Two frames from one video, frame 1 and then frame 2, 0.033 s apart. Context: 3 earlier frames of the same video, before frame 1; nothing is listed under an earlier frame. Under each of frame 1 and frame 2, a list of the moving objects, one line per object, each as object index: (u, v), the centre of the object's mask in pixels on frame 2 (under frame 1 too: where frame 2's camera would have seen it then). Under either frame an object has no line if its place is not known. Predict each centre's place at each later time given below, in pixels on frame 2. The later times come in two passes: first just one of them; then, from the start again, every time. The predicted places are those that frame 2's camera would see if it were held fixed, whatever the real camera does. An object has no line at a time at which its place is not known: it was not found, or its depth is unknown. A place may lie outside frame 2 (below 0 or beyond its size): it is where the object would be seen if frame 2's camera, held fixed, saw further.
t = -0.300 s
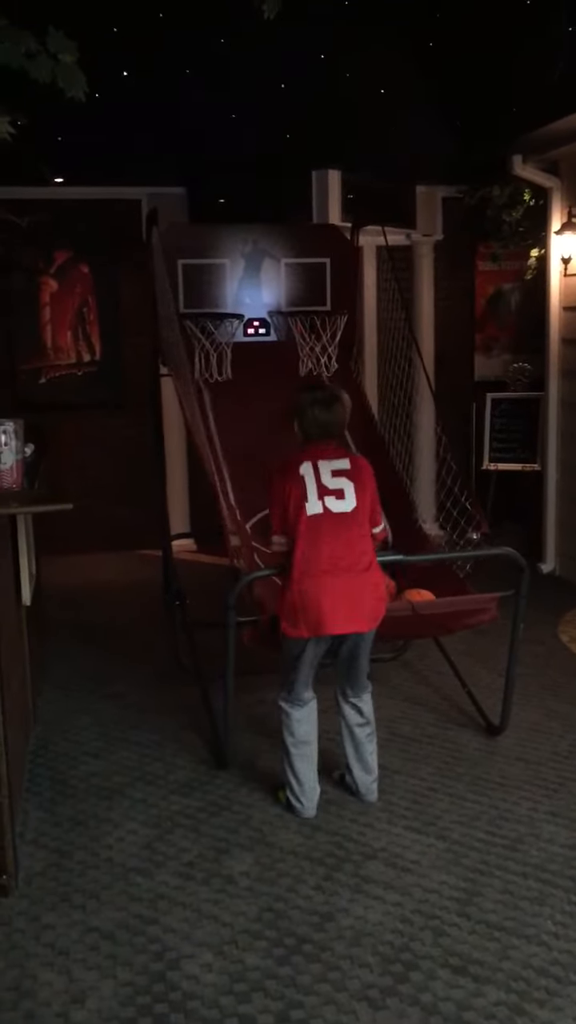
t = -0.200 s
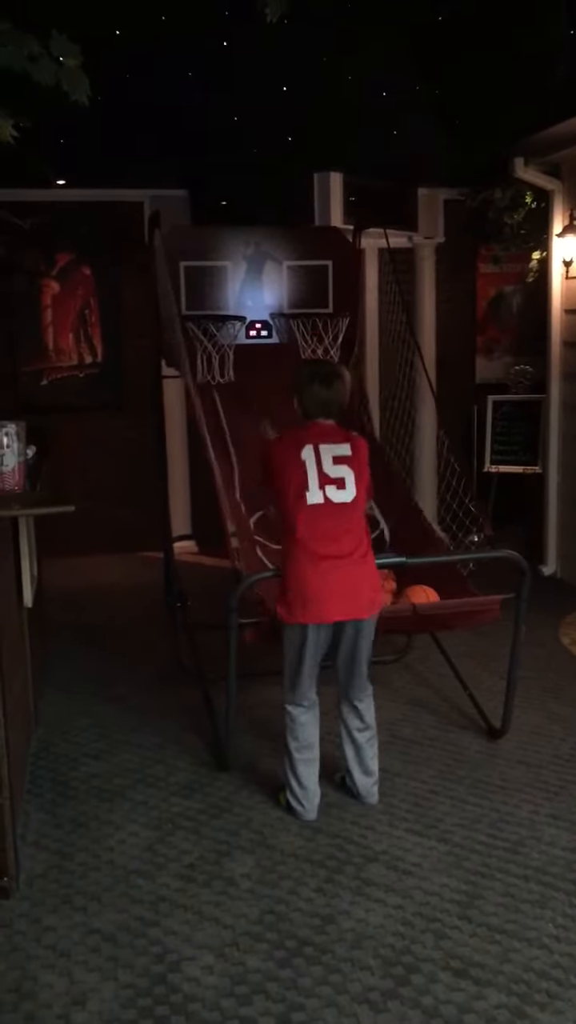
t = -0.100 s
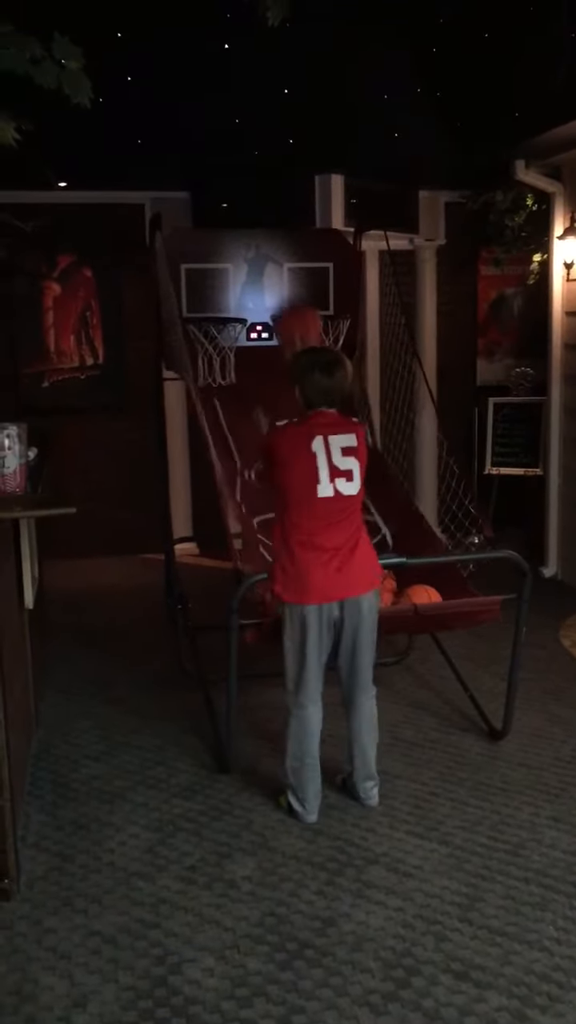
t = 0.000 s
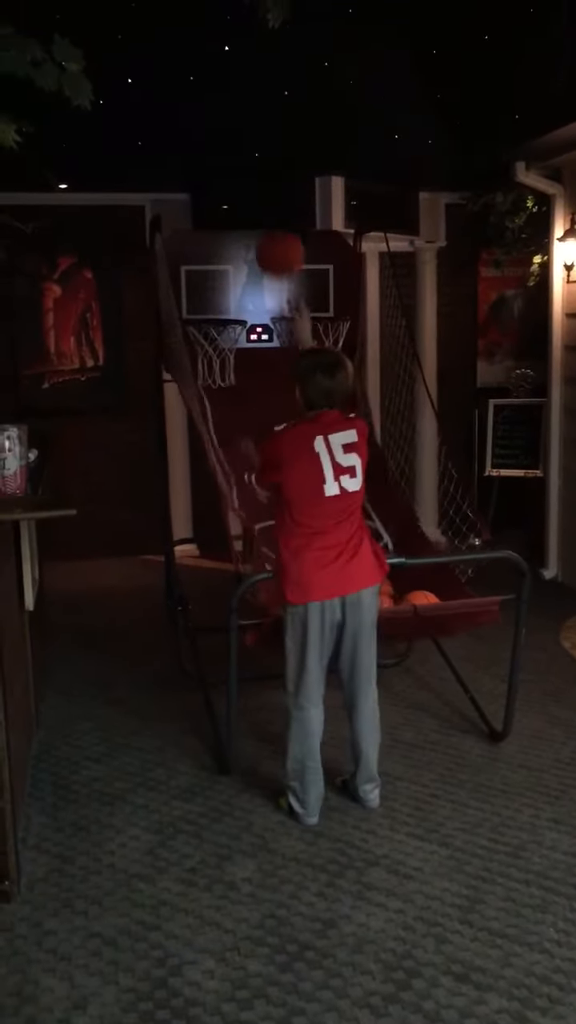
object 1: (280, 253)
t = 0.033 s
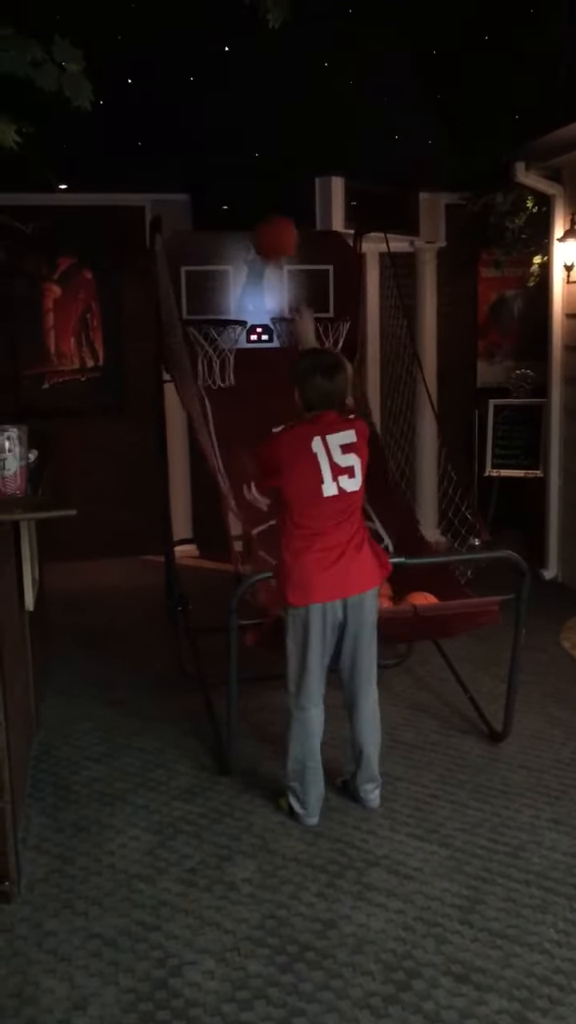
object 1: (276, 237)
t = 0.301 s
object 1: (239, 213)
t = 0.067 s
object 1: (269, 223)
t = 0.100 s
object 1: (265, 214)
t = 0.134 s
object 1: (259, 207)
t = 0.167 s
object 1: (254, 205)
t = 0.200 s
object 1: (251, 204)
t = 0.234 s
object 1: (246, 205)
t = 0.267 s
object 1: (243, 208)
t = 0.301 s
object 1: (239, 213)
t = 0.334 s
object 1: (235, 220)
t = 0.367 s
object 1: (231, 233)
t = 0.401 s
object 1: (229, 247)
